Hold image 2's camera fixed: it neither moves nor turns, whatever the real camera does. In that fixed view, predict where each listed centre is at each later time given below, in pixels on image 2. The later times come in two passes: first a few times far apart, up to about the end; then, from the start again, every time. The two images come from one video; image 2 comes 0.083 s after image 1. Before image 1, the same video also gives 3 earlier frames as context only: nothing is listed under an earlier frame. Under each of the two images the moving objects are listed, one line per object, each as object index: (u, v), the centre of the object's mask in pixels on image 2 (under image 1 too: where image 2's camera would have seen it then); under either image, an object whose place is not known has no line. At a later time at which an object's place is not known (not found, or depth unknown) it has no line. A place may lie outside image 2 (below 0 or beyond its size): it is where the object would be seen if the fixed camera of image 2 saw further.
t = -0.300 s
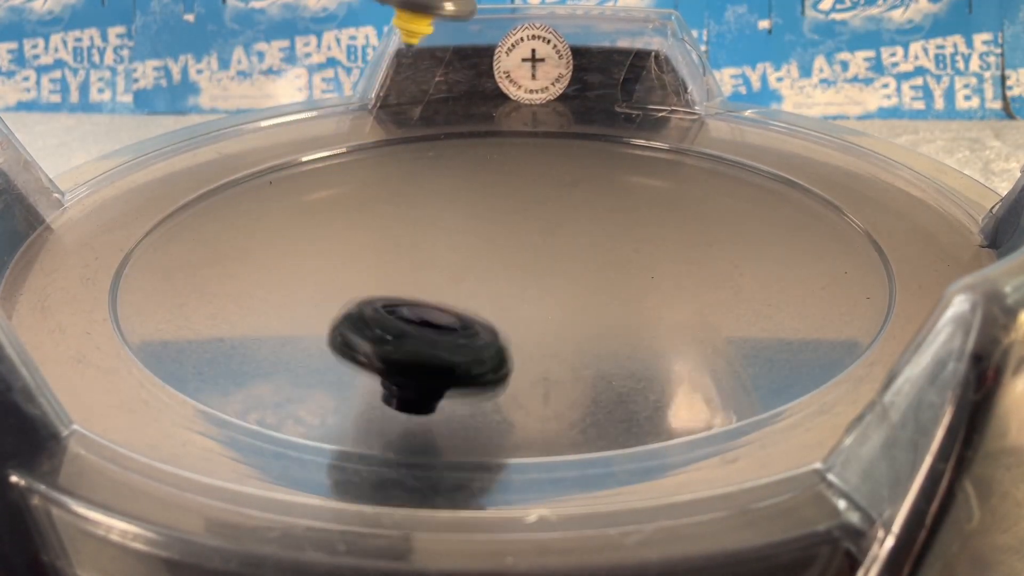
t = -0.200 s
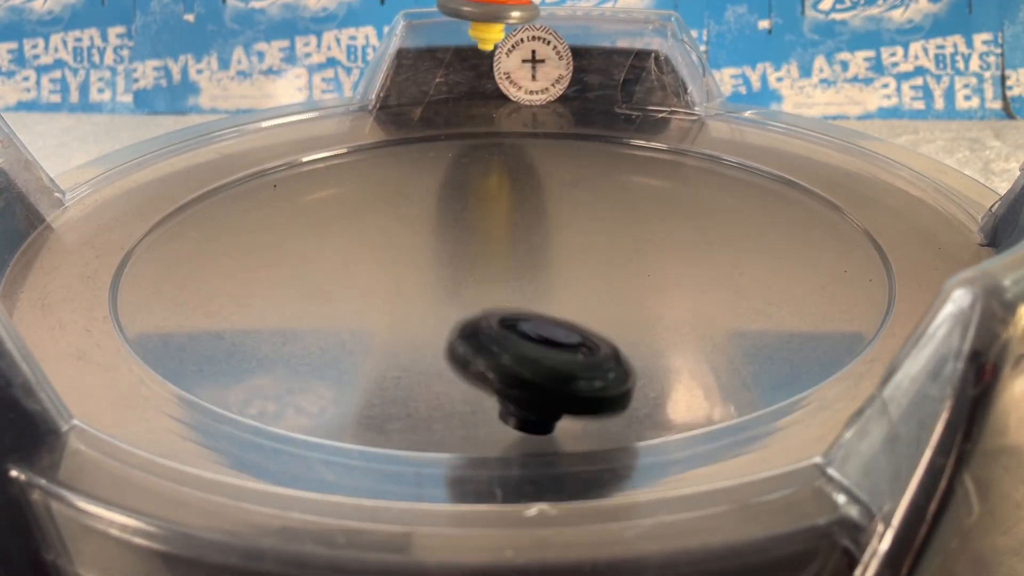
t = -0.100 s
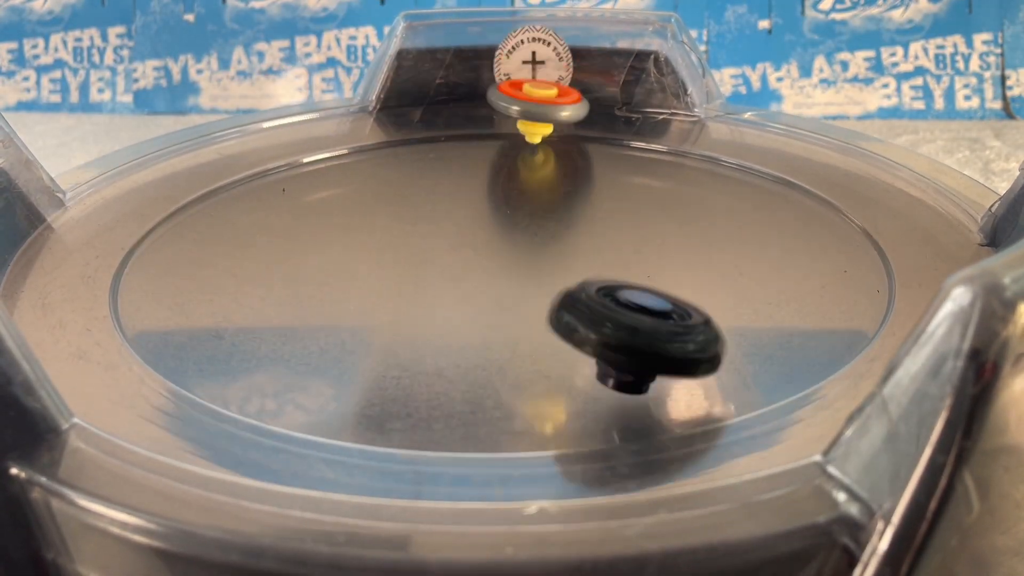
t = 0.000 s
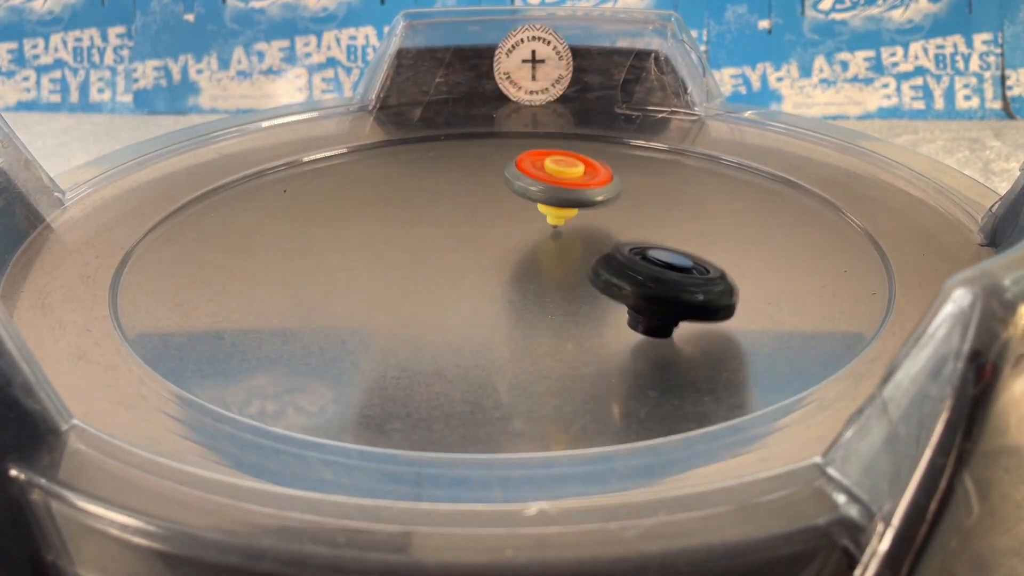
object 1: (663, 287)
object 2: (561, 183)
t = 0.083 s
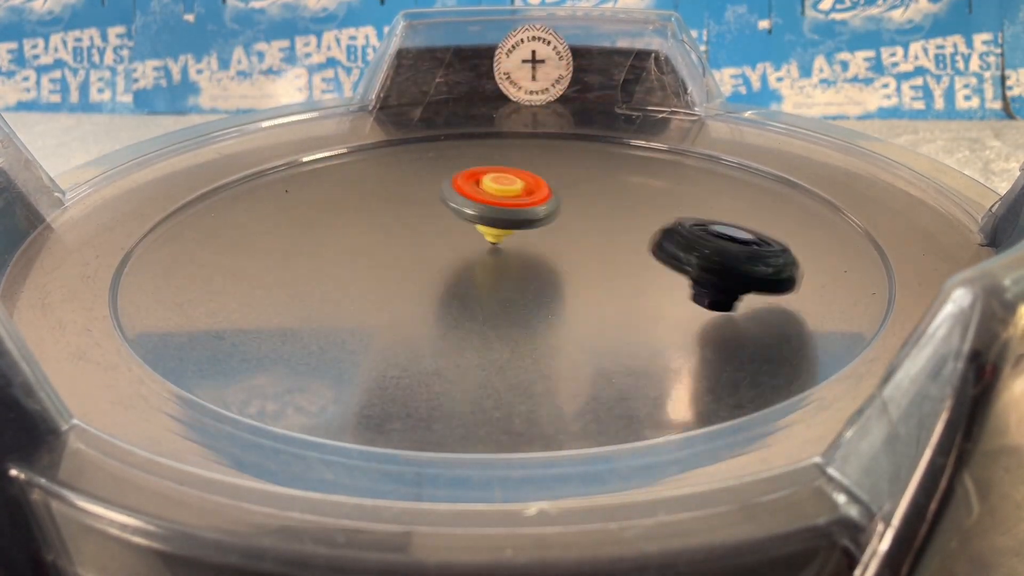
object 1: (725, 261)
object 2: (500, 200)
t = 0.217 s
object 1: (862, 263)
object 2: (367, 163)
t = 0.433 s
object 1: (675, 244)
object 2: (277, 186)
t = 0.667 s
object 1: (399, 173)
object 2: (349, 250)
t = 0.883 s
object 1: (336, 189)
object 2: (517, 258)
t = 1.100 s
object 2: (596, 214)
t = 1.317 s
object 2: (590, 179)
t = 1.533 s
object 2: (537, 172)
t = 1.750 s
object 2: (153, 53)
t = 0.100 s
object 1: (752, 268)
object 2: (477, 193)
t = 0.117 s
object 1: (775, 268)
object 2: (455, 187)
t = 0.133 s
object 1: (797, 265)
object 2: (437, 181)
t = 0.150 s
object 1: (817, 267)
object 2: (421, 176)
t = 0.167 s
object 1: (833, 265)
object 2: (404, 172)
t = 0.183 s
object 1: (847, 266)
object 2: (391, 168)
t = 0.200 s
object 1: (857, 263)
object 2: (379, 165)
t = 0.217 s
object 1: (862, 263)
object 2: (367, 163)
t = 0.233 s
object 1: (865, 263)
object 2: (358, 163)
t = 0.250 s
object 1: (865, 261)
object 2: (348, 162)
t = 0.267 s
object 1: (862, 262)
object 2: (339, 162)
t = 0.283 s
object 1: (855, 261)
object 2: (331, 162)
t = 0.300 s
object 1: (845, 261)
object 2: (323, 163)
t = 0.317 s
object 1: (831, 260)
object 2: (315, 165)
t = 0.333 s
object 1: (814, 259)
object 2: (308, 167)
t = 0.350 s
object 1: (795, 257)
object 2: (302, 169)
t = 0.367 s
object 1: (774, 257)
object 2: (295, 171)
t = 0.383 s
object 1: (751, 253)
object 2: (290, 175)
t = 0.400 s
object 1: (727, 252)
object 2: (285, 178)
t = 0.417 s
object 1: (702, 248)
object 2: (280, 182)
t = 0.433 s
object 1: (675, 244)
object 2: (277, 186)
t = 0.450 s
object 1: (648, 236)
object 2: (276, 190)
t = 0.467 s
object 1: (622, 235)
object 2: (273, 194)
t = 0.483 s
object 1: (598, 227)
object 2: (273, 199)
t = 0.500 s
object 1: (573, 224)
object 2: (275, 204)
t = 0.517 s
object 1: (551, 217)
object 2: (277, 209)
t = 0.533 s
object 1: (530, 210)
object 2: (280, 214)
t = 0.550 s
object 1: (509, 205)
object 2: (286, 219)
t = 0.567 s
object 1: (489, 198)
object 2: (291, 224)
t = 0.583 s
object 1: (472, 194)
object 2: (298, 230)
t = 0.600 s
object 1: (455, 189)
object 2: (308, 234)
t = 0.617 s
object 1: (439, 182)
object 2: (316, 238)
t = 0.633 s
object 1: (424, 180)
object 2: (326, 243)
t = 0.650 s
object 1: (411, 176)
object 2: (338, 247)
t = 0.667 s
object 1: (399, 173)
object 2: (349, 250)
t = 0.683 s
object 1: (389, 170)
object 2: (363, 254)
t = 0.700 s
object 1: (379, 168)
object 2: (377, 257)
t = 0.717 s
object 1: (370, 168)
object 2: (389, 259)
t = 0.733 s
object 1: (363, 167)
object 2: (402, 261)
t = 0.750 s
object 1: (356, 168)
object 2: (416, 262)
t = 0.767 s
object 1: (351, 167)
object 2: (430, 263)
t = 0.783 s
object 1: (346, 170)
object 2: (443, 264)
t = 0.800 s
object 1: (342, 170)
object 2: (457, 263)
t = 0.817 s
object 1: (340, 174)
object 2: (468, 263)
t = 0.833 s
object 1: (338, 177)
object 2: (482, 263)
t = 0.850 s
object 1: (336, 181)
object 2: (494, 261)
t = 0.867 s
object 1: (335, 185)
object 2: (504, 260)
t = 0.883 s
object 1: (336, 189)
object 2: (517, 258)
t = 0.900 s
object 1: (338, 195)
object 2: (527, 255)
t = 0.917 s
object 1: (340, 200)
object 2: (535, 253)
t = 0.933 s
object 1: (343, 204)
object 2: (546, 250)
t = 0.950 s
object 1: (347, 211)
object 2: (553, 246)
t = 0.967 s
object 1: (353, 215)
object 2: (560, 243)
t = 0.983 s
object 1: (359, 222)
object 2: (568, 239)
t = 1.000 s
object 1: (366, 227)
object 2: (573, 235)
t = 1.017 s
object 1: (374, 233)
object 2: (578, 232)
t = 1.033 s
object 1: (383, 240)
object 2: (583, 228)
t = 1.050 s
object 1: (393, 245)
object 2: (586, 224)
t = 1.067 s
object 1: (403, 251)
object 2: (591, 221)
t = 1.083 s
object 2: (594, 217)
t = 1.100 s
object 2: (596, 214)
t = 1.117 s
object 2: (600, 211)
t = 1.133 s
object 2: (600, 208)
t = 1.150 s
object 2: (600, 205)
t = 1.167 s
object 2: (601, 202)
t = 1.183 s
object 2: (600, 199)
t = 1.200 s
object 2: (599, 196)
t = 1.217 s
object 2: (599, 194)
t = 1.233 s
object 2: (597, 191)
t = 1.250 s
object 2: (596, 189)
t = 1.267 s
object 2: (596, 186)
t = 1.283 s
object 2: (593, 184)
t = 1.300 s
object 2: (592, 182)
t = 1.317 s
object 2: (590, 179)
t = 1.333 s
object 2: (587, 178)
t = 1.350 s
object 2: (585, 176)
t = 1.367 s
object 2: (581, 174)
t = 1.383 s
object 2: (578, 173)
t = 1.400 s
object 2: (575, 172)
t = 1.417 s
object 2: (570, 171)
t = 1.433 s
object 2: (566, 170)
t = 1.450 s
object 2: (562, 169)
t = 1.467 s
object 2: (557, 169)
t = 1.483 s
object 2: (553, 170)
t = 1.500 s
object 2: (547, 170)
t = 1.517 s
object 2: (542, 171)
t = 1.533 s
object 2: (537, 172)
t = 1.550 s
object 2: (515, 165)
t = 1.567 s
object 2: (472, 142)
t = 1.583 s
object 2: (430, 123)
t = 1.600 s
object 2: (393, 102)
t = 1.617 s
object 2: (362, 73)
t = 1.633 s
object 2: (332, 48)
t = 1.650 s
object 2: (303, 31)
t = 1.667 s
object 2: (275, 22)
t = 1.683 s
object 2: (248, 19)
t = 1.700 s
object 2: (221, 19)
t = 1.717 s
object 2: (197, 23)
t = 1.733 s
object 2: (174, 34)
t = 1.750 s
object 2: (153, 53)
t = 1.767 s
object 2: (133, 76)
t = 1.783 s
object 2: (114, 105)
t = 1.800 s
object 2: (97, 133)
